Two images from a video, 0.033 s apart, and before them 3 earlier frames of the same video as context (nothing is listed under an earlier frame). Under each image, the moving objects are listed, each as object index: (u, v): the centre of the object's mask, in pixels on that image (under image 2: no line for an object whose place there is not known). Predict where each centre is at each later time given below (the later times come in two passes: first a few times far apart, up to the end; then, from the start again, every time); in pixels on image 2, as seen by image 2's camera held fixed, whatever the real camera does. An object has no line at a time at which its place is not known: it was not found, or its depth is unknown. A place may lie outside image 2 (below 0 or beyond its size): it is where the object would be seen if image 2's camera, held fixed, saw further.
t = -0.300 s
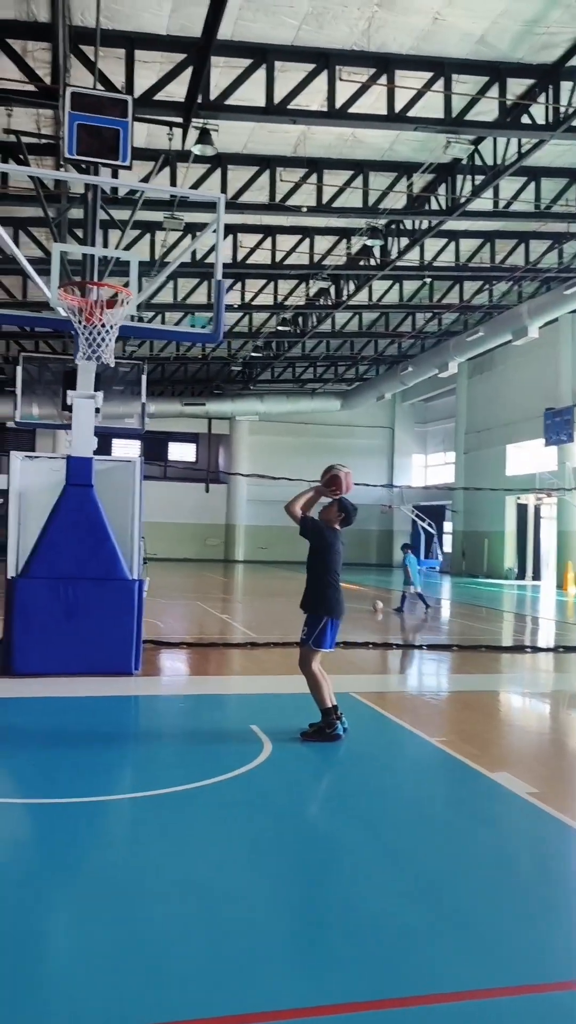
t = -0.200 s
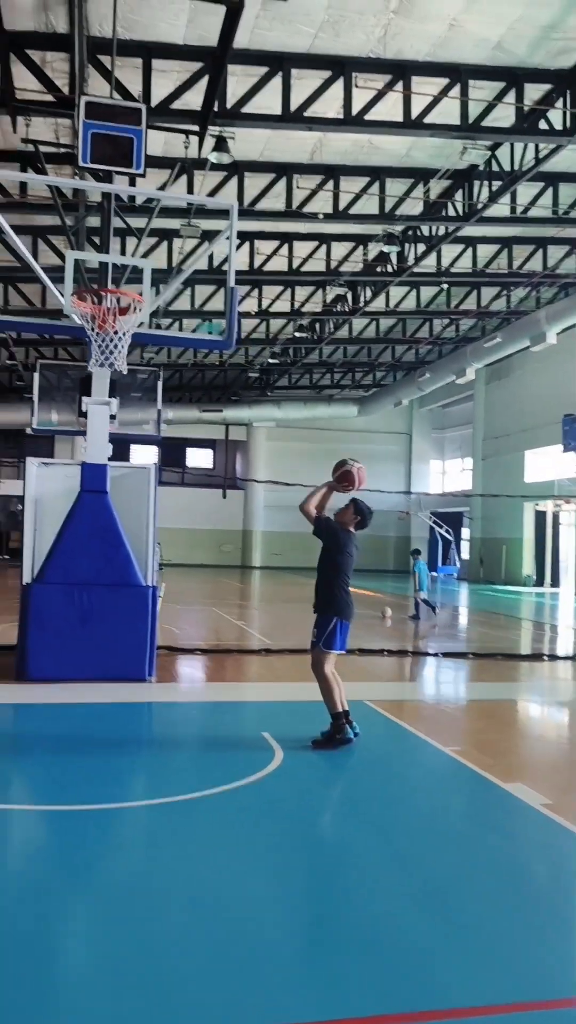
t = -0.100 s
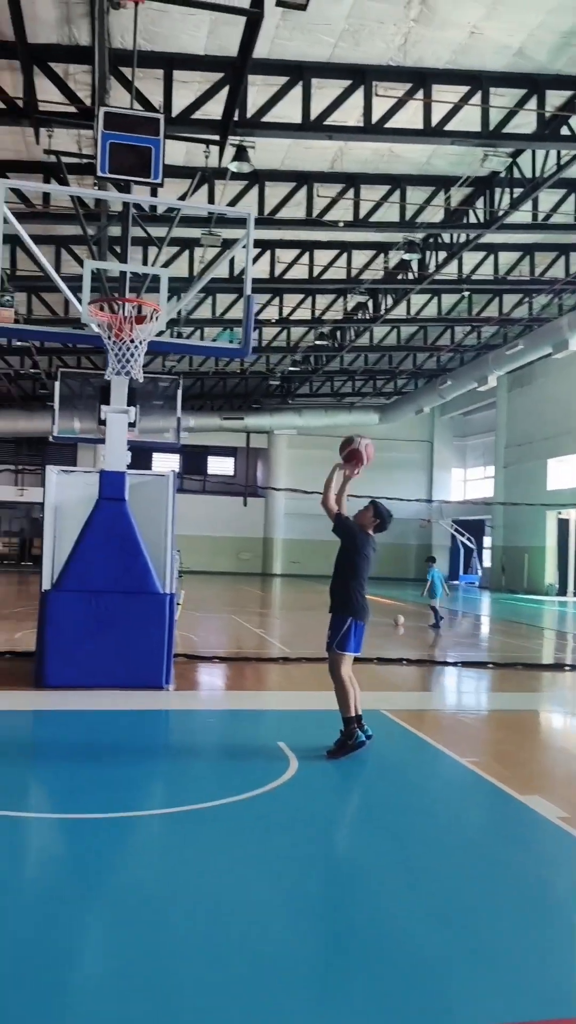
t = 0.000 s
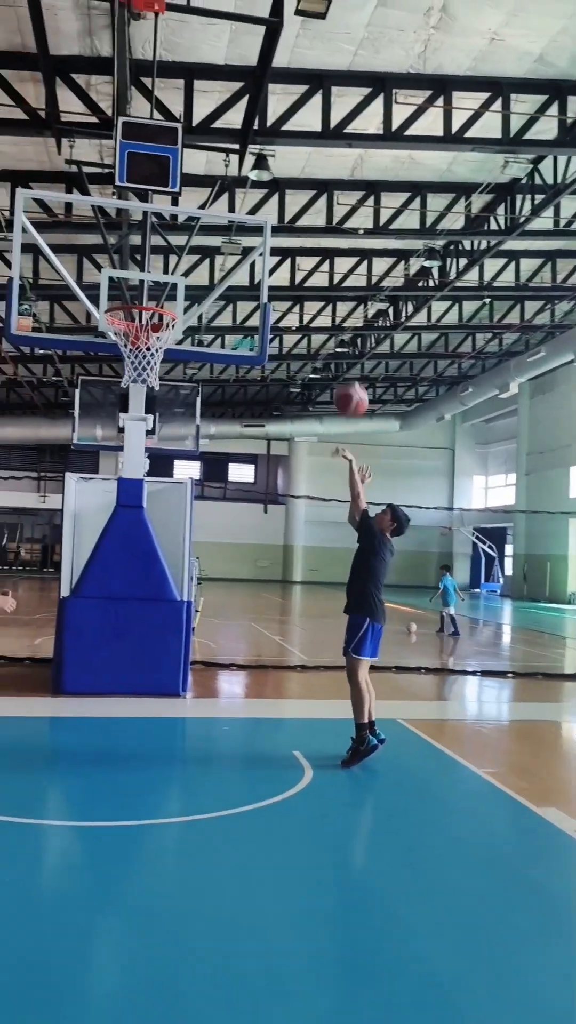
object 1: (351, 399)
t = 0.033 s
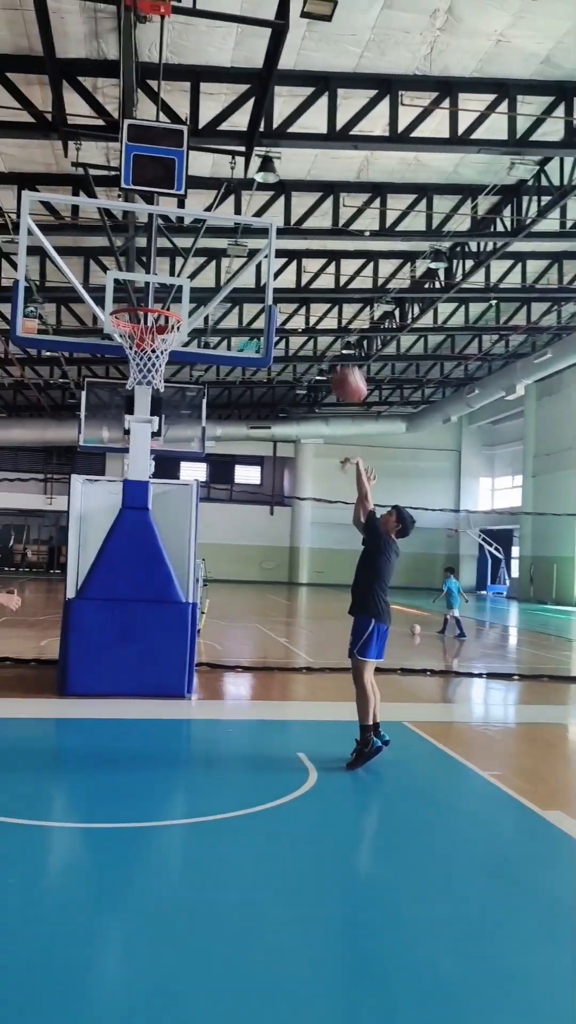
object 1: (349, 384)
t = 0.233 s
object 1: (288, 296)
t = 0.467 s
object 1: (213, 256)
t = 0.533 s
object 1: (191, 260)
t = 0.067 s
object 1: (340, 367)
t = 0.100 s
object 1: (329, 349)
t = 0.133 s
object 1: (319, 335)
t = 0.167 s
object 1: (308, 319)
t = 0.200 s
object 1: (298, 306)
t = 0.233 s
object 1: (288, 296)
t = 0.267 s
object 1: (279, 287)
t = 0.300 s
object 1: (268, 278)
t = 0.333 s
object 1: (257, 270)
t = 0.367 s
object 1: (246, 264)
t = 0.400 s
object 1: (236, 260)
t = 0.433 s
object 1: (225, 258)
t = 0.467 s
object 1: (213, 256)
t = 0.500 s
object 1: (202, 257)
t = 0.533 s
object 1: (191, 260)
